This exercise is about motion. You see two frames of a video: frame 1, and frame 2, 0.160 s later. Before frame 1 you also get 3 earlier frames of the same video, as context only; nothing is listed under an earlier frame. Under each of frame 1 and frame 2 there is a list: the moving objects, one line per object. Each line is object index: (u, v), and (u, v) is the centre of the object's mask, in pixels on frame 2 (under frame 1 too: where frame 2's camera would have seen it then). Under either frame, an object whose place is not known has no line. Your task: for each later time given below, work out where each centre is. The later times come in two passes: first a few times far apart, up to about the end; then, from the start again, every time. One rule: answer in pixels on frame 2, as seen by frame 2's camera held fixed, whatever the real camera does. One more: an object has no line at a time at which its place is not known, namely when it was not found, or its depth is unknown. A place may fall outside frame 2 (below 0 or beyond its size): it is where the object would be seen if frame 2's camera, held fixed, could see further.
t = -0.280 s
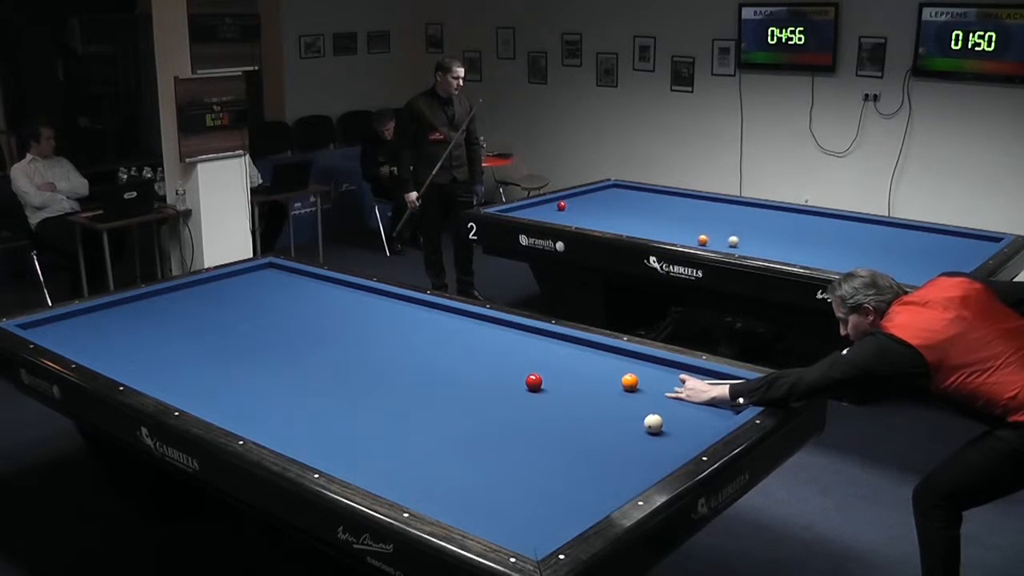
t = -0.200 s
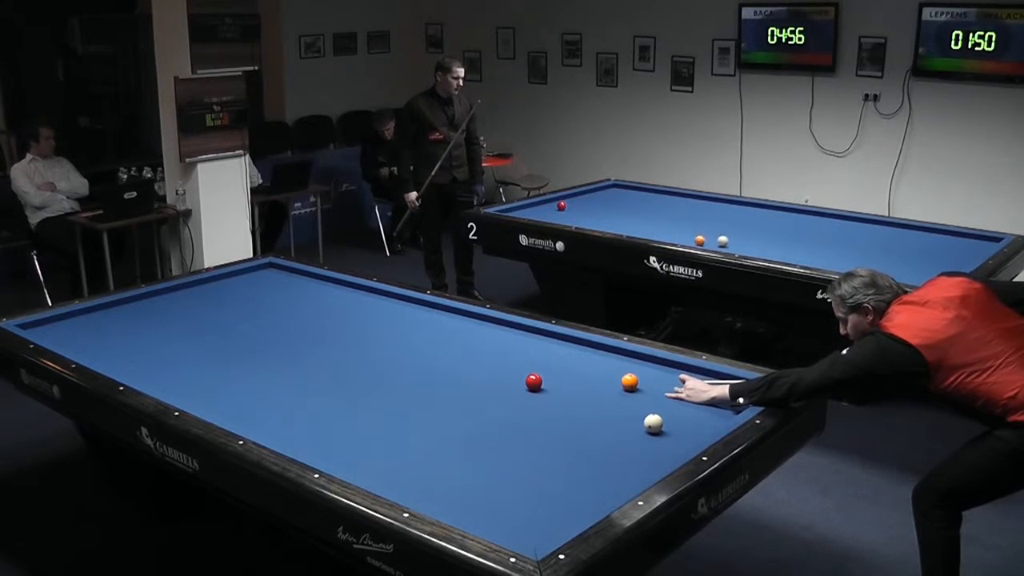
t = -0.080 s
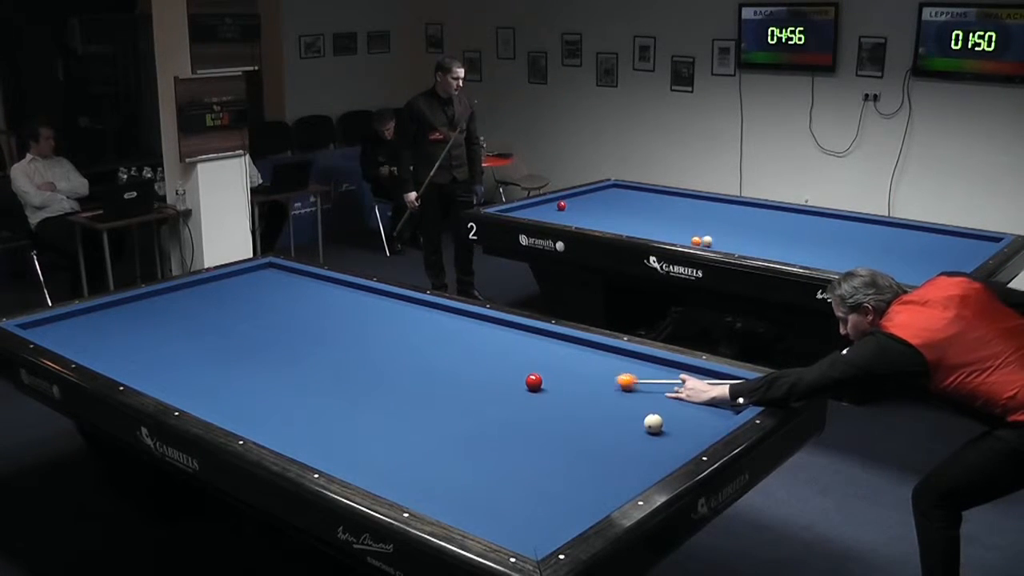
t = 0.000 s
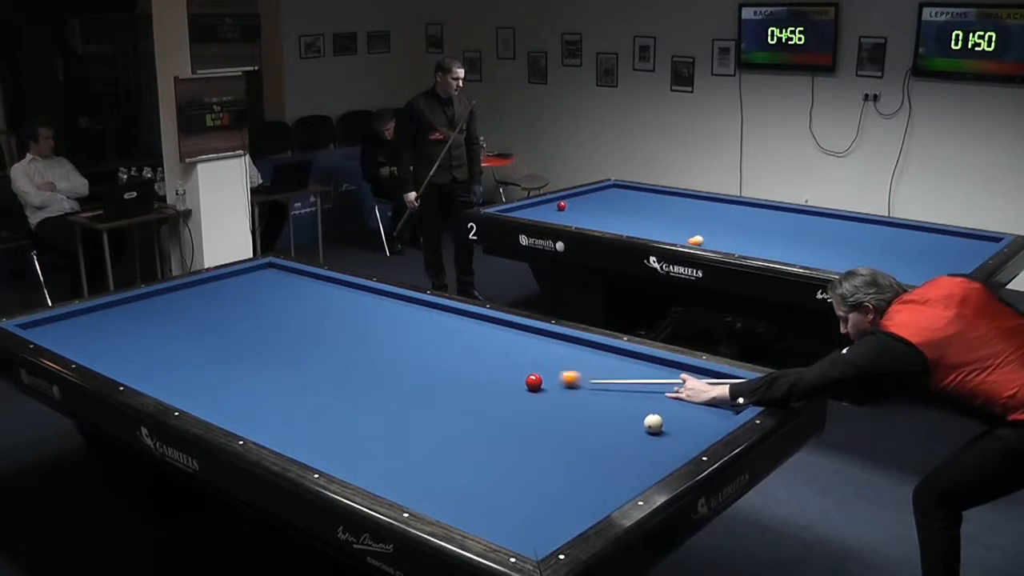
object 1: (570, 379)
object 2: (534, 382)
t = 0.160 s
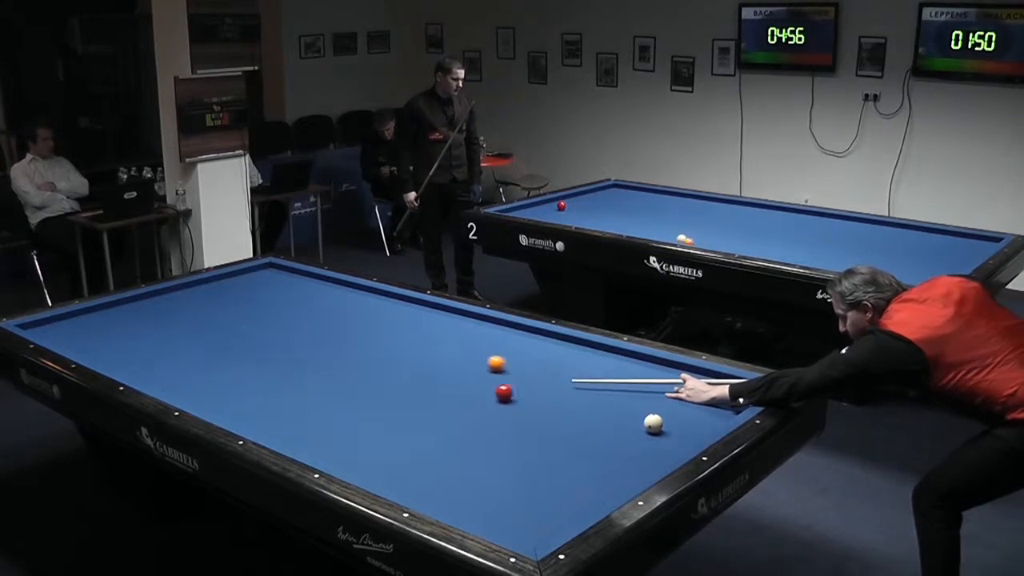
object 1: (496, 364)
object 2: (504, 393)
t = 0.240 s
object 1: (466, 357)
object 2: (487, 400)
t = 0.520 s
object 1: (368, 334)
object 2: (430, 420)
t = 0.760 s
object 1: (295, 317)
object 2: (377, 438)
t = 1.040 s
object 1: (222, 300)
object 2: (326, 454)
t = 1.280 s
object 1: (174, 290)
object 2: (353, 440)
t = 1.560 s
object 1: (179, 311)
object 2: (380, 424)
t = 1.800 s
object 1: (179, 328)
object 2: (401, 412)
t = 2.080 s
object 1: (178, 350)
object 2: (424, 399)
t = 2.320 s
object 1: (177, 371)
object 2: (443, 388)
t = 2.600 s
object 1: (182, 394)
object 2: (463, 377)
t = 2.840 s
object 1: (230, 402)
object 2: (478, 368)
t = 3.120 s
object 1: (288, 409)
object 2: (495, 359)
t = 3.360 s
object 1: (338, 415)
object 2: (509, 351)
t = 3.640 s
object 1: (399, 423)
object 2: (523, 343)
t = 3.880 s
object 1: (452, 430)
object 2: (535, 336)
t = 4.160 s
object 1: (516, 437)
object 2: (535, 334)
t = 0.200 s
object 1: (481, 360)
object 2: (496, 396)
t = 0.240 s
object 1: (466, 357)
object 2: (487, 400)
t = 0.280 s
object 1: (451, 353)
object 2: (480, 402)
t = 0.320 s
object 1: (436, 349)
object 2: (471, 405)
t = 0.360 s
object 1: (422, 346)
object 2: (463, 408)
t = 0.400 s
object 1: (408, 343)
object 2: (455, 411)
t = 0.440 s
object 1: (395, 340)
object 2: (447, 414)
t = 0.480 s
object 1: (381, 337)
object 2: (439, 416)
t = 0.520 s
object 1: (368, 334)
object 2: (430, 420)
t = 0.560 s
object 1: (356, 331)
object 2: (421, 423)
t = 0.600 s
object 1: (343, 328)
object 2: (412, 426)
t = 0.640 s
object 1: (330, 325)
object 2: (404, 429)
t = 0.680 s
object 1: (319, 323)
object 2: (395, 432)
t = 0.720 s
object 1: (307, 320)
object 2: (386, 435)
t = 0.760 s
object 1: (295, 317)
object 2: (377, 438)
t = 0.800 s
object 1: (284, 314)
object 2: (367, 442)
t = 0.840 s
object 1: (273, 312)
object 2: (358, 444)
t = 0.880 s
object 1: (262, 309)
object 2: (349, 448)
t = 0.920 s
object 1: (252, 307)
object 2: (339, 451)
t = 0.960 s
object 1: (242, 304)
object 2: (330, 454)
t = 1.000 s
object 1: (232, 302)
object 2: (321, 454)
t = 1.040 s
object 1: (222, 300)
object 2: (326, 454)
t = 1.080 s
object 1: (212, 297)
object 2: (332, 451)
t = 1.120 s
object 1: (202, 295)
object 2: (336, 449)
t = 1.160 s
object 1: (193, 292)
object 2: (341, 446)
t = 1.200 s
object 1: (184, 290)
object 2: (345, 444)
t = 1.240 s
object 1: (175, 288)
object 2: (349, 442)
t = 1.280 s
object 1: (174, 290)
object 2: (353, 440)
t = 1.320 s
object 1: (175, 293)
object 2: (357, 438)
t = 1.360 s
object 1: (177, 296)
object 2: (361, 435)
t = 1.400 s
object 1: (178, 299)
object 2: (365, 433)
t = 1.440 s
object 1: (179, 302)
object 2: (369, 431)
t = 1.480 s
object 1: (179, 305)
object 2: (373, 428)
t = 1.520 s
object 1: (179, 308)
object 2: (376, 427)
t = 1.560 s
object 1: (179, 311)
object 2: (380, 424)
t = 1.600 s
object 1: (179, 314)
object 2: (384, 421)
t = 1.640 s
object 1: (179, 316)
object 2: (387, 420)
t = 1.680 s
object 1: (179, 319)
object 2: (391, 418)
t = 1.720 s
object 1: (179, 322)
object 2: (394, 416)
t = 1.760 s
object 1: (179, 325)
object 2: (398, 414)
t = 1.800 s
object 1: (179, 328)
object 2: (401, 412)
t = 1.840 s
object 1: (179, 331)
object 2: (404, 410)
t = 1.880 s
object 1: (179, 334)
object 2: (408, 408)
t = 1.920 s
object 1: (179, 337)
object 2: (411, 406)
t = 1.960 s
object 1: (178, 340)
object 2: (415, 404)
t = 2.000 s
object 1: (178, 344)
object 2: (418, 403)
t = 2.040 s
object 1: (178, 347)
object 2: (421, 401)
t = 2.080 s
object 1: (178, 350)
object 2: (424, 399)
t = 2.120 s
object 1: (178, 354)
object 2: (427, 397)
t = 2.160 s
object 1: (178, 357)
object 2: (430, 395)
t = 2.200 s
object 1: (178, 360)
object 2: (433, 394)
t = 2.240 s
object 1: (178, 364)
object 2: (437, 392)
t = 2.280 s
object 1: (178, 367)
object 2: (439, 390)
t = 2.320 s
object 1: (177, 371)
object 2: (443, 388)
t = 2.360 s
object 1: (177, 374)
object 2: (445, 387)
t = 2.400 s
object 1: (177, 379)
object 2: (448, 385)
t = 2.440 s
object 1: (177, 382)
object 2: (451, 384)
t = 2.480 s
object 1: (177, 386)
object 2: (454, 382)
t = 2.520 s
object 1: (177, 390)
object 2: (457, 381)
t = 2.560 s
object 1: (177, 392)
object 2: (460, 379)
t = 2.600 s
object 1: (182, 394)
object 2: (463, 377)
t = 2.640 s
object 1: (191, 396)
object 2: (465, 376)
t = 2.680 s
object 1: (199, 398)
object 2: (468, 374)
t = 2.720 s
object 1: (206, 399)
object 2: (470, 373)
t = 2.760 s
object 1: (214, 400)
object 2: (473, 371)
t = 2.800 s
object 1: (222, 401)
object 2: (476, 370)
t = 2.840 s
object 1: (230, 402)
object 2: (478, 368)
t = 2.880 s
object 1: (239, 404)
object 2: (481, 367)
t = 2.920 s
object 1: (246, 404)
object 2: (483, 366)
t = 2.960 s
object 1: (255, 405)
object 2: (486, 365)
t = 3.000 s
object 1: (263, 406)
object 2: (488, 364)
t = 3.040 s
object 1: (271, 407)
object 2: (490, 362)
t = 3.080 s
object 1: (279, 408)
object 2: (493, 360)
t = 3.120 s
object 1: (288, 409)
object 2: (495, 359)
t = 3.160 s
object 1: (296, 410)
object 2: (497, 357)
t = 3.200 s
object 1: (305, 412)
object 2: (500, 357)
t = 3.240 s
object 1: (313, 413)
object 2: (502, 355)
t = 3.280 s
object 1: (321, 414)
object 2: (504, 354)
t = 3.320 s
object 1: (330, 414)
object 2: (507, 353)
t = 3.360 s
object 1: (338, 415)
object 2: (509, 351)
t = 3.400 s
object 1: (347, 417)
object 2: (511, 350)
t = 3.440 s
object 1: (355, 418)
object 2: (513, 349)
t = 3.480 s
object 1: (364, 419)
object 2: (515, 348)
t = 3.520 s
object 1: (373, 420)
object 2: (517, 347)
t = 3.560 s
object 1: (382, 421)
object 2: (519, 345)
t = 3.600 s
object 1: (390, 422)
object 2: (521, 344)
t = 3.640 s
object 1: (399, 423)
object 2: (523, 343)
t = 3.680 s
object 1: (408, 424)
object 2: (525, 342)
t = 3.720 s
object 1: (417, 425)
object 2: (527, 341)
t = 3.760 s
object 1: (426, 426)
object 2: (529, 340)
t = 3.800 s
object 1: (435, 428)
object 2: (531, 339)
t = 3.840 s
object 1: (443, 429)
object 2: (533, 338)
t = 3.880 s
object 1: (452, 430)
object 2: (535, 336)
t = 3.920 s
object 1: (461, 430)
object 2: (536, 335)
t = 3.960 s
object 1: (470, 432)
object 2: (538, 334)
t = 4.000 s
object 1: (480, 433)
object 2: (540, 333)
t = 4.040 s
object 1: (489, 434)
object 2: (540, 333)
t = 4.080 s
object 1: (497, 435)
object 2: (538, 334)
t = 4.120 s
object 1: (507, 436)
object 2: (536, 334)
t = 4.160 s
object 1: (516, 437)
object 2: (535, 334)
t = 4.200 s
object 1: (525, 438)
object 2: (533, 334)
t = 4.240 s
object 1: (534, 439)
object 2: (531, 335)
